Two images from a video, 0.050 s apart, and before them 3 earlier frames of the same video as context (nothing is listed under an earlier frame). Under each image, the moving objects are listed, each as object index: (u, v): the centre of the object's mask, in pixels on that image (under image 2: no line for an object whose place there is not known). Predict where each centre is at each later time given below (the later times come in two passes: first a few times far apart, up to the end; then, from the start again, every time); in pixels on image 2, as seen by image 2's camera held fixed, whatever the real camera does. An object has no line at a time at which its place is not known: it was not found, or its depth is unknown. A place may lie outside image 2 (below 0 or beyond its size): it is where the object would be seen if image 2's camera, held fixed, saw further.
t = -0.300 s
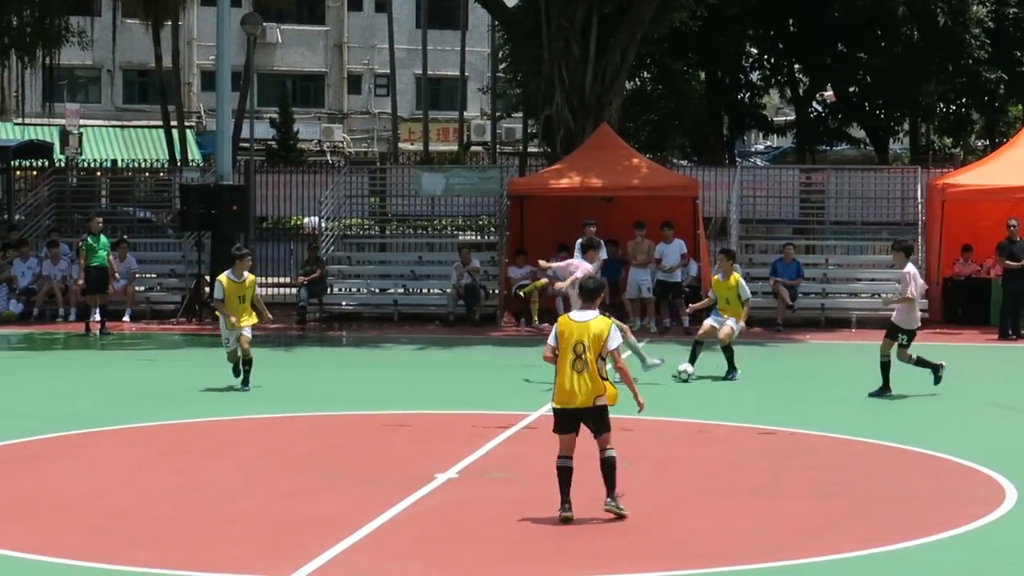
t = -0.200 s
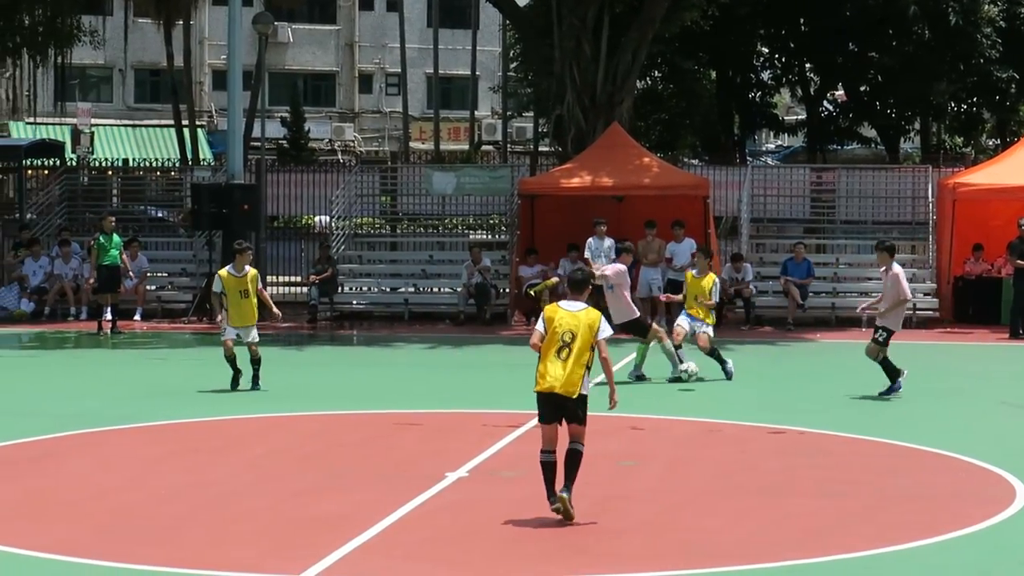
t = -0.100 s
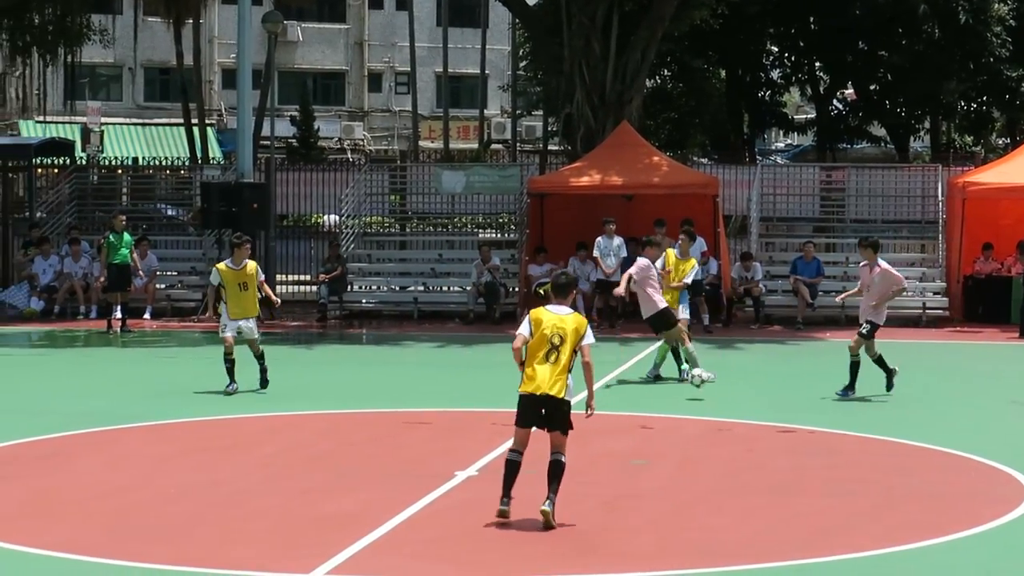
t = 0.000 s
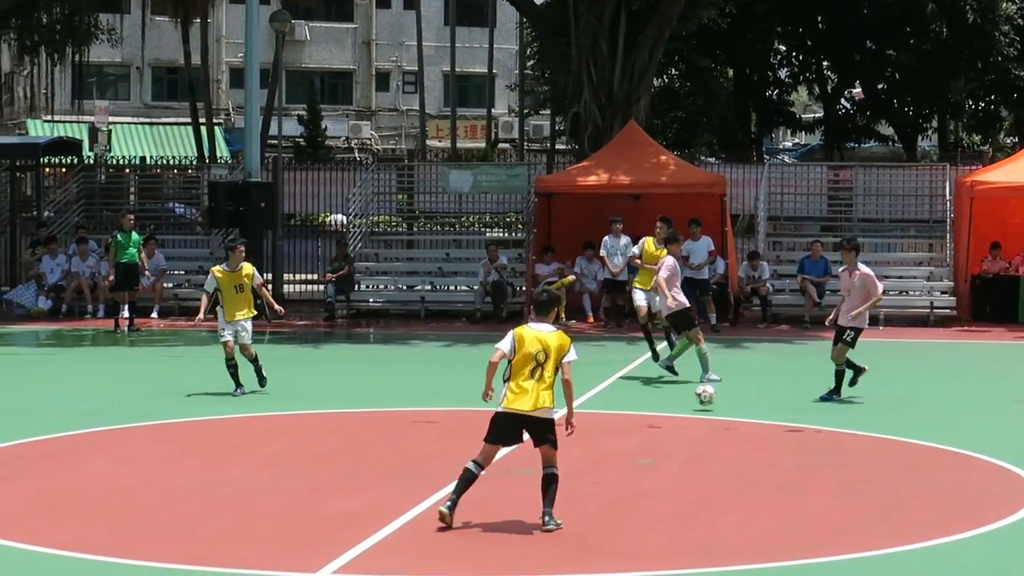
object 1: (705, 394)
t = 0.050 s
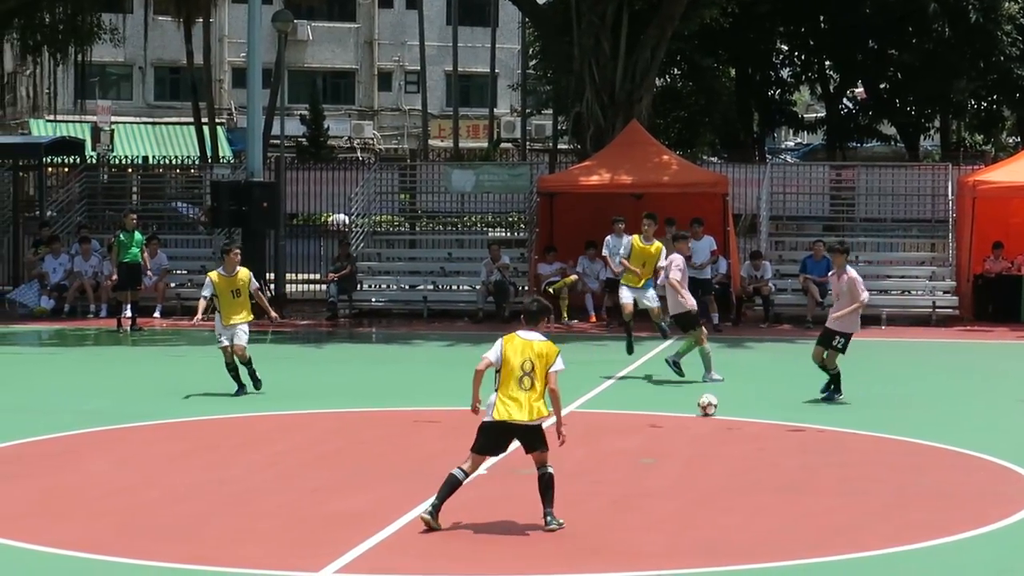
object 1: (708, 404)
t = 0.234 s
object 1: (704, 416)
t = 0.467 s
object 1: (696, 442)
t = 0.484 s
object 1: (695, 445)
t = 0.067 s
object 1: (707, 404)
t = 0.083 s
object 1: (706, 404)
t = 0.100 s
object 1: (706, 404)
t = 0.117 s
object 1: (706, 404)
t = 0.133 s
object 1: (705, 404)
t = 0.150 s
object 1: (705, 406)
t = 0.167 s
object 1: (704, 407)
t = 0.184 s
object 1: (704, 409)
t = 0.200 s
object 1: (704, 411)
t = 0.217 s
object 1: (704, 413)
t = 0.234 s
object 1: (704, 416)
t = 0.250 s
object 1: (703, 419)
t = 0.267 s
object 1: (703, 422)
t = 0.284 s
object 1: (703, 426)
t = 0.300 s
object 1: (702, 430)
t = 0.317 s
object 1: (702, 434)
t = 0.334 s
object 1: (701, 434)
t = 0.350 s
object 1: (700, 433)
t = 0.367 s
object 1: (700, 434)
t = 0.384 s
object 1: (699, 434)
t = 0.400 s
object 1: (699, 435)
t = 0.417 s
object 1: (698, 436)
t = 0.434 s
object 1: (697, 438)
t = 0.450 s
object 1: (696, 440)
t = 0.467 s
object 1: (696, 442)
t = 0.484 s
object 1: (695, 445)
